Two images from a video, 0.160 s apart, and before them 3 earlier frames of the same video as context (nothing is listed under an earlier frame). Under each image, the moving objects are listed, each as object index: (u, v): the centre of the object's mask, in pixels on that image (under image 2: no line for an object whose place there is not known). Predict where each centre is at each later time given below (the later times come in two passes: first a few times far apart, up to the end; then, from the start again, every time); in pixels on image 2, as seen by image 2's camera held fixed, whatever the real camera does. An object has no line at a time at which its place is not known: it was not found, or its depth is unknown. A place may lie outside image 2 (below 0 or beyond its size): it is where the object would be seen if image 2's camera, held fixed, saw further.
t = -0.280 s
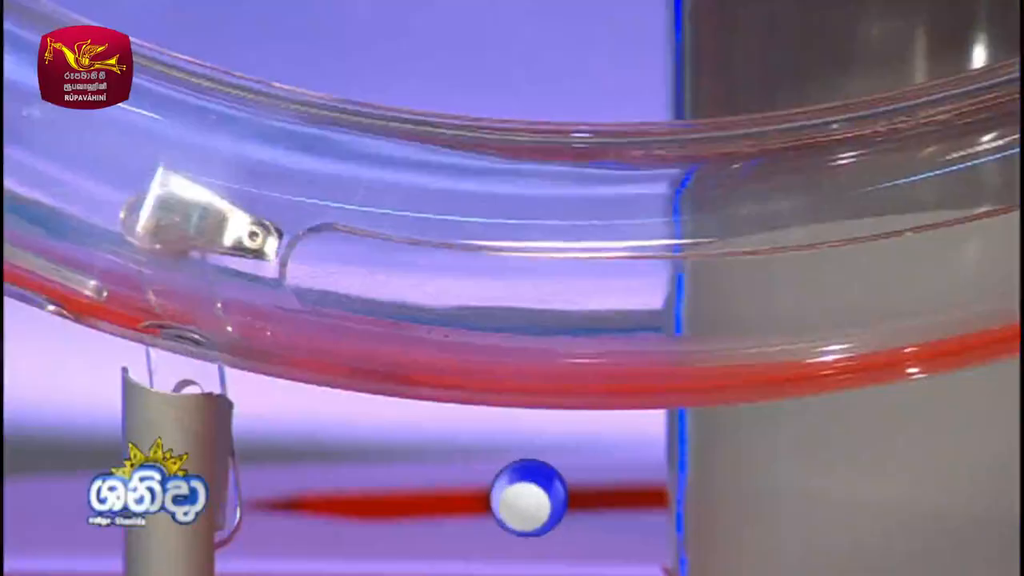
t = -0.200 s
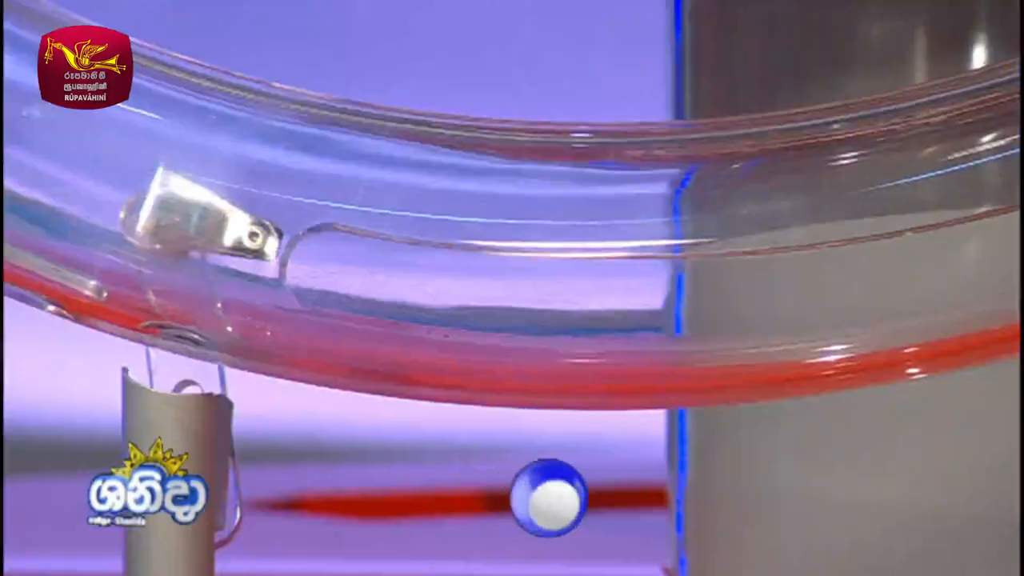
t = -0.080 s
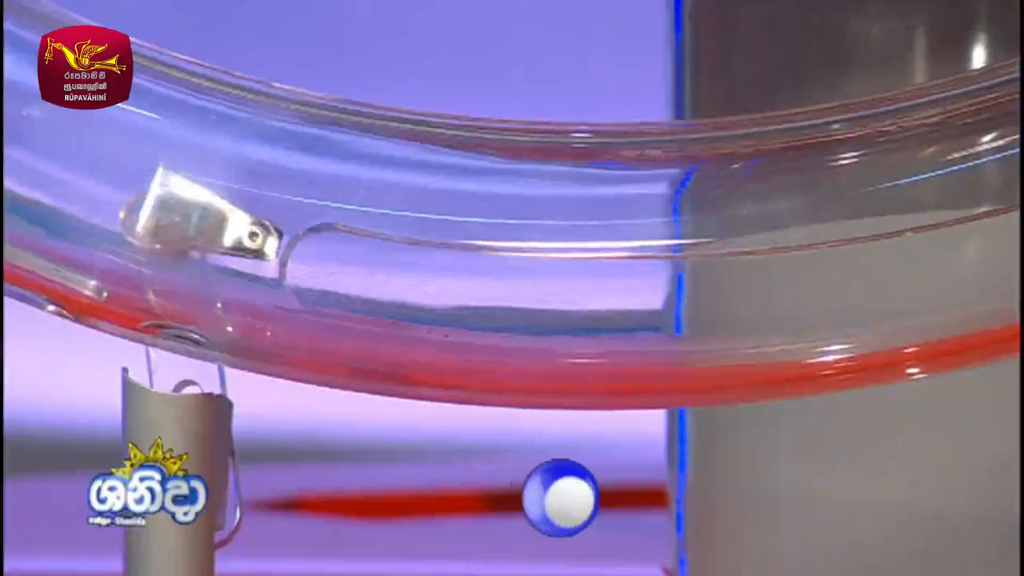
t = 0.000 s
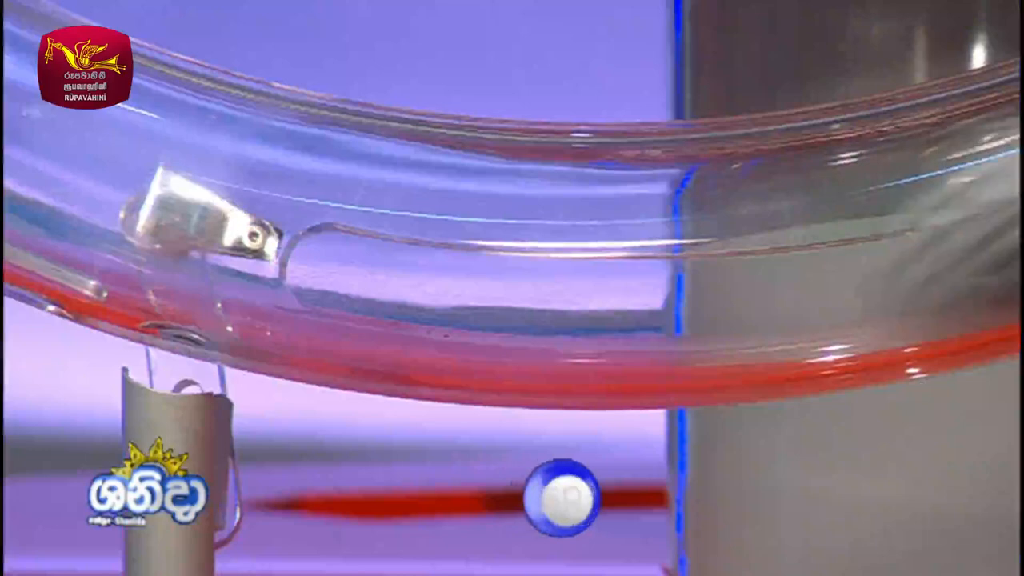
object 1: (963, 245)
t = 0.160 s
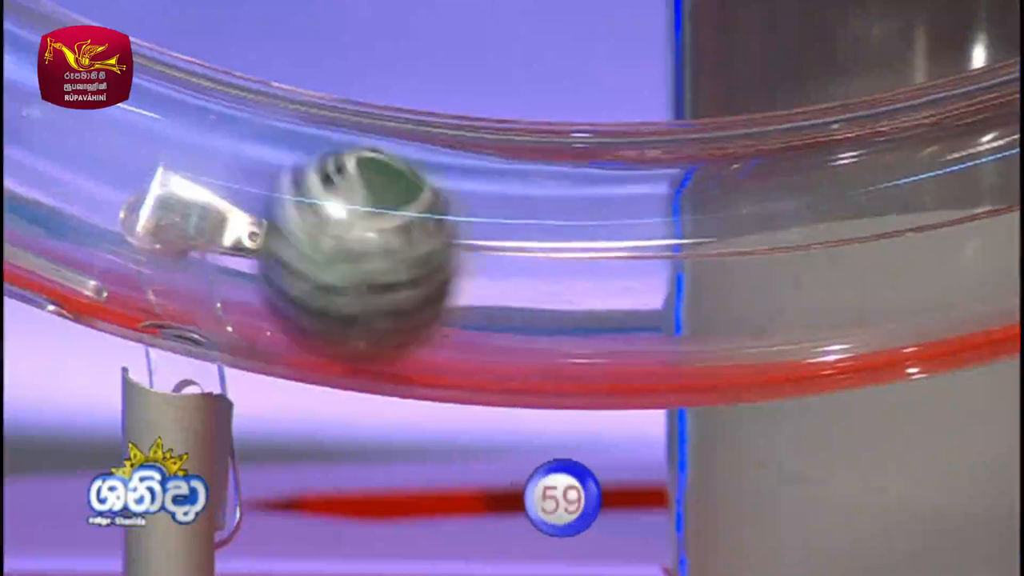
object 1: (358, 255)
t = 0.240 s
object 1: (417, 265)
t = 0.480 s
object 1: (495, 272)
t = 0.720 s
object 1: (606, 276)
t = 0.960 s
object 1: (684, 275)
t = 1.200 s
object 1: (653, 276)
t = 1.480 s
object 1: (546, 277)
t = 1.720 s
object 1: (527, 275)
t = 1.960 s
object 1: (591, 277)
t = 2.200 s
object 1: (649, 275)
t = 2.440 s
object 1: (634, 276)
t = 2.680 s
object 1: (581, 277)
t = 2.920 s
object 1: (549, 276)
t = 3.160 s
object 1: (582, 277)
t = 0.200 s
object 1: (399, 258)
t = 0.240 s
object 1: (417, 265)
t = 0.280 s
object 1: (431, 267)
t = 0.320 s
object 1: (442, 268)
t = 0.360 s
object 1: (447, 269)
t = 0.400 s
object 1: (457, 270)
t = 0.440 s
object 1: (476, 272)
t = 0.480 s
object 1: (495, 272)
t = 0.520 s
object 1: (517, 273)
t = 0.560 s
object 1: (538, 274)
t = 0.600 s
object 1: (559, 275)
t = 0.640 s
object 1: (577, 275)
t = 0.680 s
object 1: (592, 275)
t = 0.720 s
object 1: (606, 276)
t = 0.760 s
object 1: (625, 276)
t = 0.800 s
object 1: (639, 276)
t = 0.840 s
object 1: (655, 275)
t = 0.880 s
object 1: (667, 275)
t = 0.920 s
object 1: (678, 274)
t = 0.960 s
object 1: (684, 275)
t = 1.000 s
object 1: (686, 273)
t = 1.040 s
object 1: (686, 273)
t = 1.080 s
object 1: (683, 274)
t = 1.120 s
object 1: (676, 274)
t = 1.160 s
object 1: (665, 275)
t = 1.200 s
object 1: (653, 276)
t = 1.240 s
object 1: (638, 277)
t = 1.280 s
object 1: (622, 277)
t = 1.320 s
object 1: (606, 277)
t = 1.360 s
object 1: (590, 277)
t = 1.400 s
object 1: (575, 277)
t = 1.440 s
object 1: (560, 278)
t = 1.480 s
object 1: (546, 277)
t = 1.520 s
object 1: (536, 276)
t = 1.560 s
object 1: (529, 275)
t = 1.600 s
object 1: (525, 275)
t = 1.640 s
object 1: (523, 275)
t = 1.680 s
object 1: (524, 275)
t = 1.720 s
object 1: (527, 275)
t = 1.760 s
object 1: (534, 276)
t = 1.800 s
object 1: (542, 276)
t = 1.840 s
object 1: (553, 276)
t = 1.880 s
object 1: (566, 277)
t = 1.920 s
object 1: (580, 277)
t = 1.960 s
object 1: (591, 277)
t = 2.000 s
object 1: (603, 277)
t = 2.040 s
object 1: (615, 276)
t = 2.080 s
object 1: (626, 276)
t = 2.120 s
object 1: (636, 276)
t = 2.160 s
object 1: (644, 276)
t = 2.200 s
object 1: (649, 275)
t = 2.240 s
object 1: (652, 275)
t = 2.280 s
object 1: (652, 275)
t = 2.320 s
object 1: (651, 275)
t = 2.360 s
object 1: (647, 276)
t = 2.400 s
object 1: (641, 276)
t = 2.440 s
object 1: (634, 276)
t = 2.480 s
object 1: (626, 277)
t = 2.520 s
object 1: (617, 276)
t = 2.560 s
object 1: (608, 276)
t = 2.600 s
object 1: (598, 277)
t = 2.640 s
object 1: (588, 278)
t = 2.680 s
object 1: (581, 277)
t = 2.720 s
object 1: (572, 277)
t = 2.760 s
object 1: (564, 276)
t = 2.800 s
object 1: (557, 276)
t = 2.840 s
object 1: (552, 277)
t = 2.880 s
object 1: (550, 276)
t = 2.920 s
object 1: (549, 276)
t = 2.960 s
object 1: (552, 276)
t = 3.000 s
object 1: (557, 276)
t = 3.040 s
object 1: (563, 277)
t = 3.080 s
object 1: (569, 277)
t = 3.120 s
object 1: (576, 277)
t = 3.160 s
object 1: (582, 277)
